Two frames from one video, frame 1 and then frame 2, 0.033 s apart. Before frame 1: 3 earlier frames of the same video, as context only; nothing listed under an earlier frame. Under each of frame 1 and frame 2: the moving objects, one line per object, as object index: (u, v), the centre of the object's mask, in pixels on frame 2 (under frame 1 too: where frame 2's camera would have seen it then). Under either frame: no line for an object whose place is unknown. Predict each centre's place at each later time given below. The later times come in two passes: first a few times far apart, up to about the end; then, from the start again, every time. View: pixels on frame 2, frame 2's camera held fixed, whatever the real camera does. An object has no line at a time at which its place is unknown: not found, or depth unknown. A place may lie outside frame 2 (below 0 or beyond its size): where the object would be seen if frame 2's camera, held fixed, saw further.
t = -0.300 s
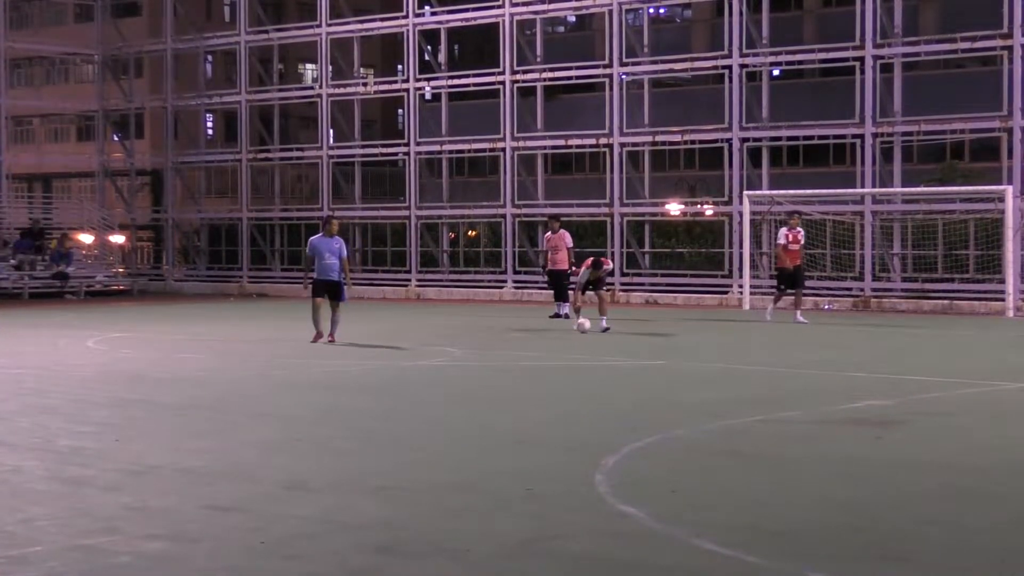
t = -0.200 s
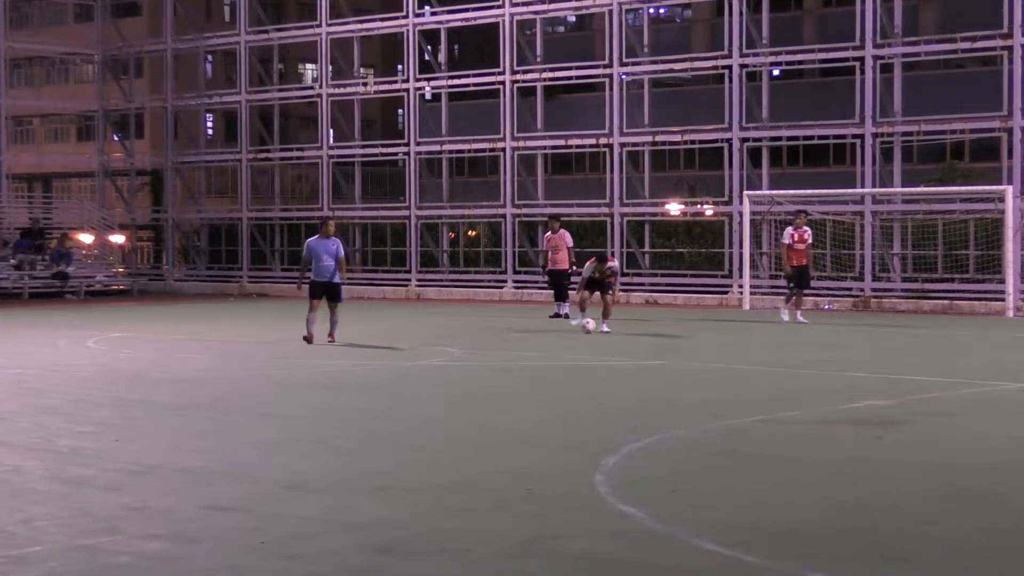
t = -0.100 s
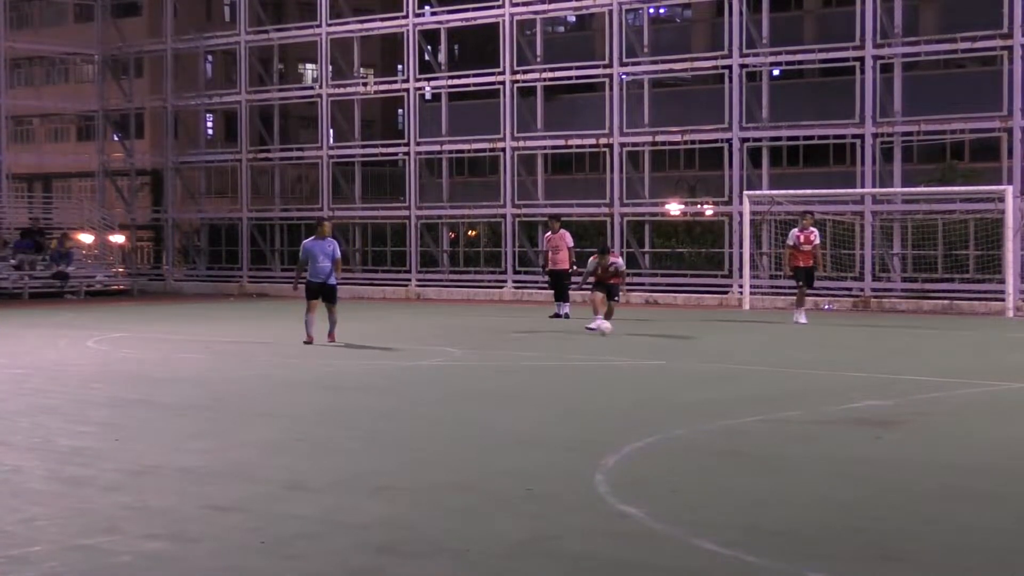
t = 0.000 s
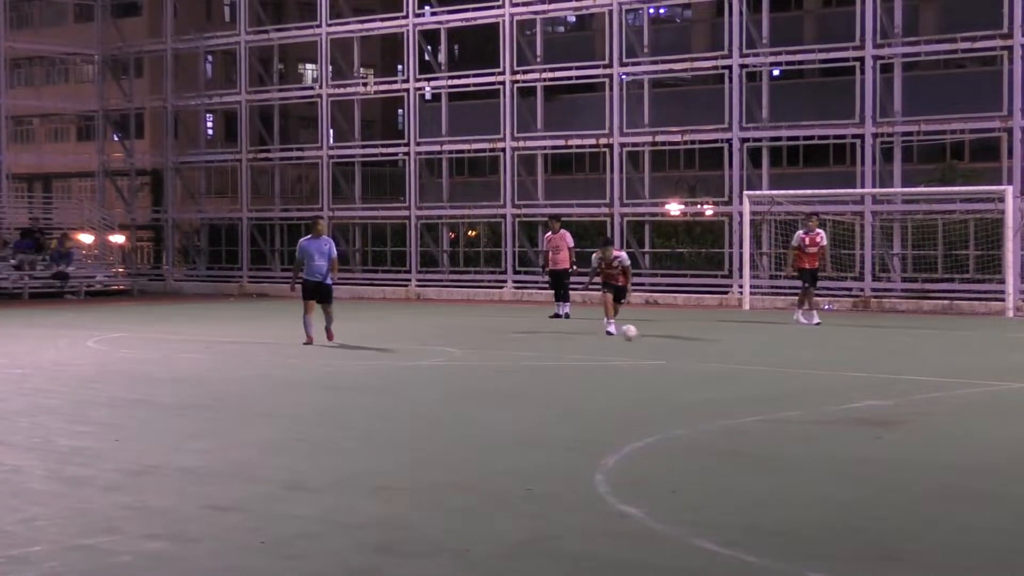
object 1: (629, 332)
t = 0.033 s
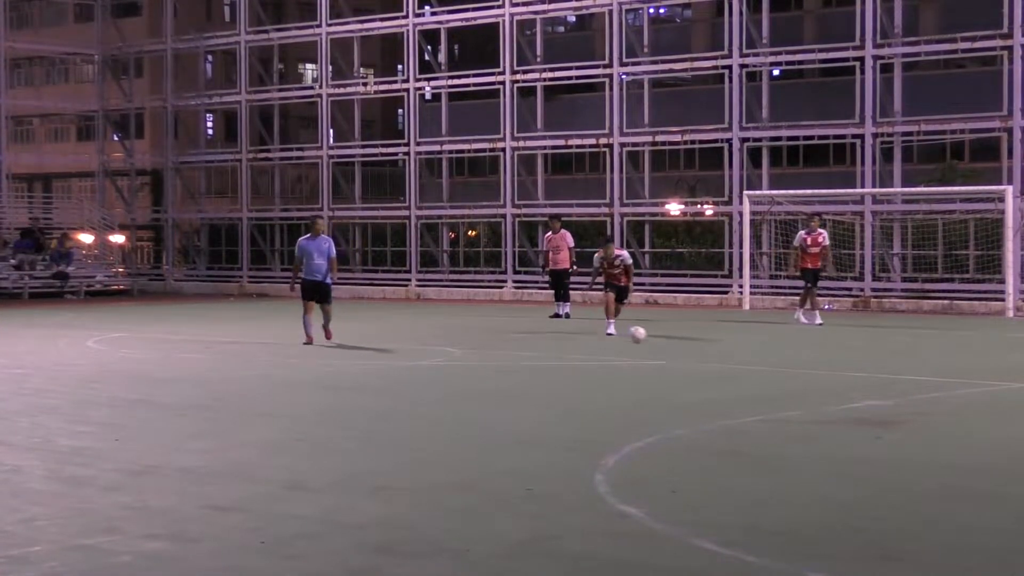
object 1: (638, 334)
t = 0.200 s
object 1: (682, 342)
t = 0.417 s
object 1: (743, 355)
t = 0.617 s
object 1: (796, 366)
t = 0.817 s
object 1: (855, 376)
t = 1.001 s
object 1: (914, 387)
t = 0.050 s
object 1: (642, 336)
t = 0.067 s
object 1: (646, 336)
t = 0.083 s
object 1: (650, 337)
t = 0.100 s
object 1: (655, 337)
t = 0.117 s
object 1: (659, 338)
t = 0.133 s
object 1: (664, 339)
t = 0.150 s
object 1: (668, 340)
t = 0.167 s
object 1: (673, 341)
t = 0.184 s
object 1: (677, 342)
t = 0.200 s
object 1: (682, 342)
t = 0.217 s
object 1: (686, 343)
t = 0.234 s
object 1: (691, 344)
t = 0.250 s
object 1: (696, 345)
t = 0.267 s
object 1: (701, 347)
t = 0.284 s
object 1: (705, 348)
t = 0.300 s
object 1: (710, 349)
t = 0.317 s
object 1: (715, 349)
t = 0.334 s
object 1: (719, 350)
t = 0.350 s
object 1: (724, 351)
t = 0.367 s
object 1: (729, 352)
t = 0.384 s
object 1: (733, 353)
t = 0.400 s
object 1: (738, 355)
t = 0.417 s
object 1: (743, 355)
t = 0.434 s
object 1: (747, 354)
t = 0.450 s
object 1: (751, 354)
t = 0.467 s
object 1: (754, 355)
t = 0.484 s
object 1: (760, 355)
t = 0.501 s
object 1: (765, 357)
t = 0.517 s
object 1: (769, 358)
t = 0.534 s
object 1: (774, 360)
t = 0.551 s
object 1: (778, 362)
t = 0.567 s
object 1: (783, 364)
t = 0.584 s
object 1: (787, 364)
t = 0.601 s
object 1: (791, 365)
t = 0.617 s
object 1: (796, 366)
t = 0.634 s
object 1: (801, 367)
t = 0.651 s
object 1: (805, 368)
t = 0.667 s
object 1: (810, 369)
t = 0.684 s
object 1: (814, 369)
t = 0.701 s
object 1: (820, 371)
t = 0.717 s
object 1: (824, 371)
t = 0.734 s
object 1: (830, 372)
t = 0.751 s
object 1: (834, 372)
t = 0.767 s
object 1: (839, 373)
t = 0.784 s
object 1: (845, 375)
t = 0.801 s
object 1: (850, 376)
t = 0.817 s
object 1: (855, 376)
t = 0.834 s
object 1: (859, 375)
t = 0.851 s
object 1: (864, 375)
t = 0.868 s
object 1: (870, 375)
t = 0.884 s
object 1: (875, 376)
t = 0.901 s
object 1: (881, 378)
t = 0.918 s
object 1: (886, 380)
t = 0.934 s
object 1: (892, 382)
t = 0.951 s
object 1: (898, 384)
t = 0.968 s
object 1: (903, 386)
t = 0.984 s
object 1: (910, 387)
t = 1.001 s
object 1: (914, 387)
